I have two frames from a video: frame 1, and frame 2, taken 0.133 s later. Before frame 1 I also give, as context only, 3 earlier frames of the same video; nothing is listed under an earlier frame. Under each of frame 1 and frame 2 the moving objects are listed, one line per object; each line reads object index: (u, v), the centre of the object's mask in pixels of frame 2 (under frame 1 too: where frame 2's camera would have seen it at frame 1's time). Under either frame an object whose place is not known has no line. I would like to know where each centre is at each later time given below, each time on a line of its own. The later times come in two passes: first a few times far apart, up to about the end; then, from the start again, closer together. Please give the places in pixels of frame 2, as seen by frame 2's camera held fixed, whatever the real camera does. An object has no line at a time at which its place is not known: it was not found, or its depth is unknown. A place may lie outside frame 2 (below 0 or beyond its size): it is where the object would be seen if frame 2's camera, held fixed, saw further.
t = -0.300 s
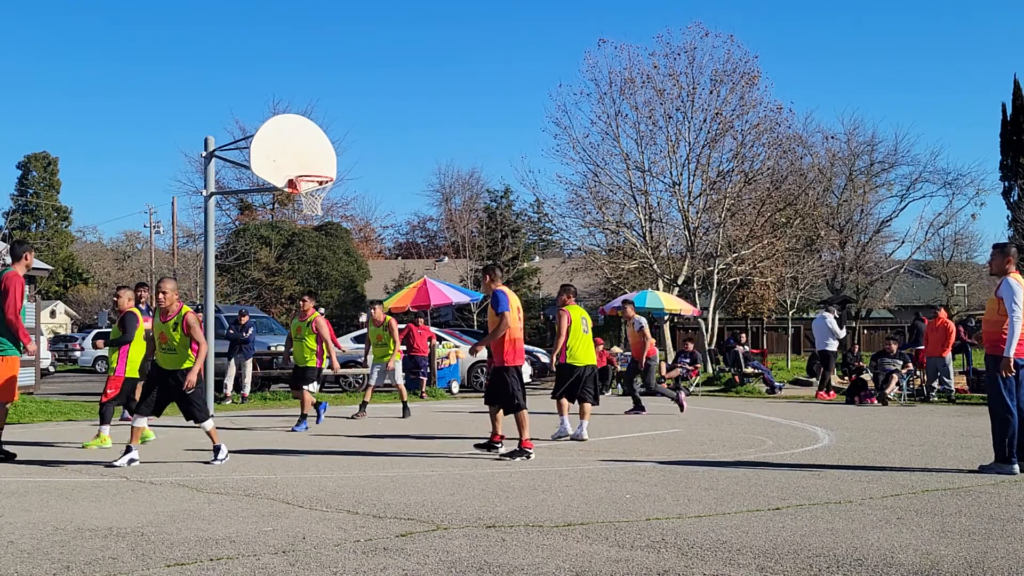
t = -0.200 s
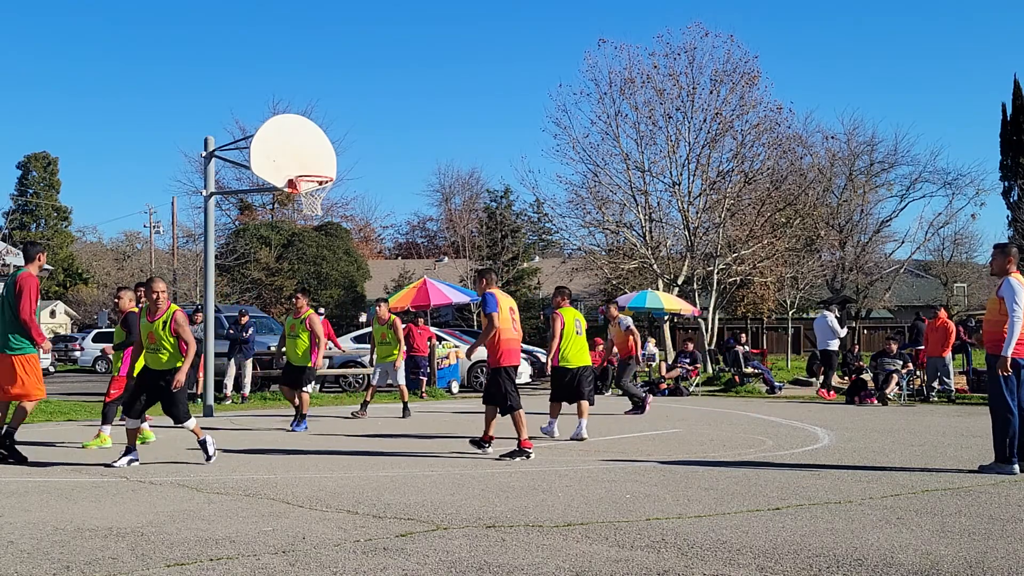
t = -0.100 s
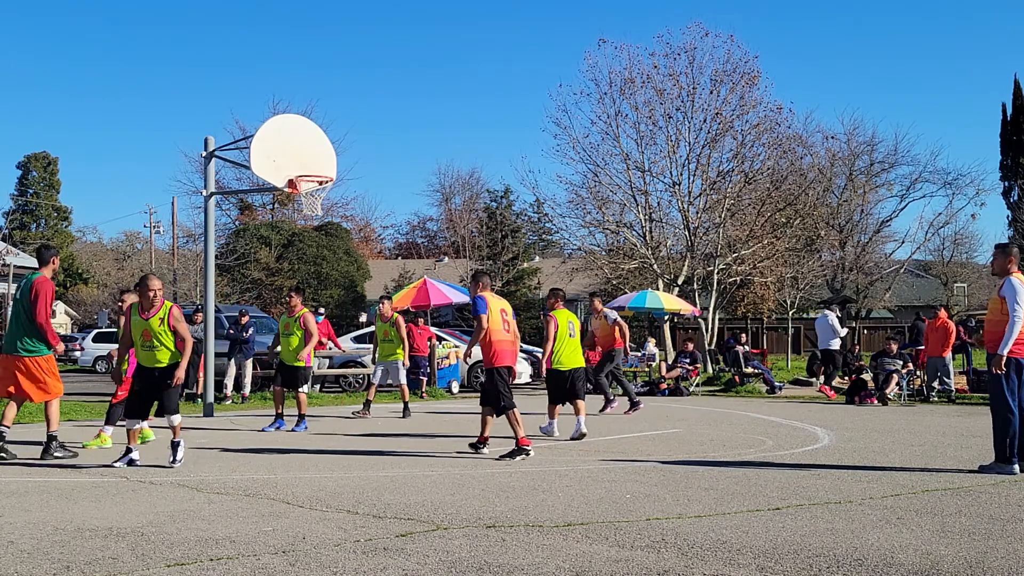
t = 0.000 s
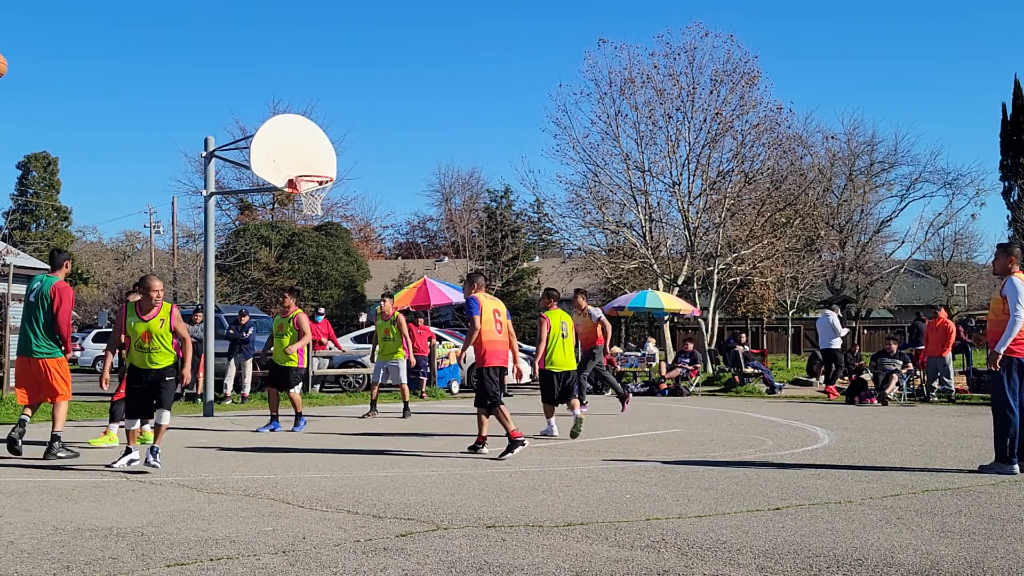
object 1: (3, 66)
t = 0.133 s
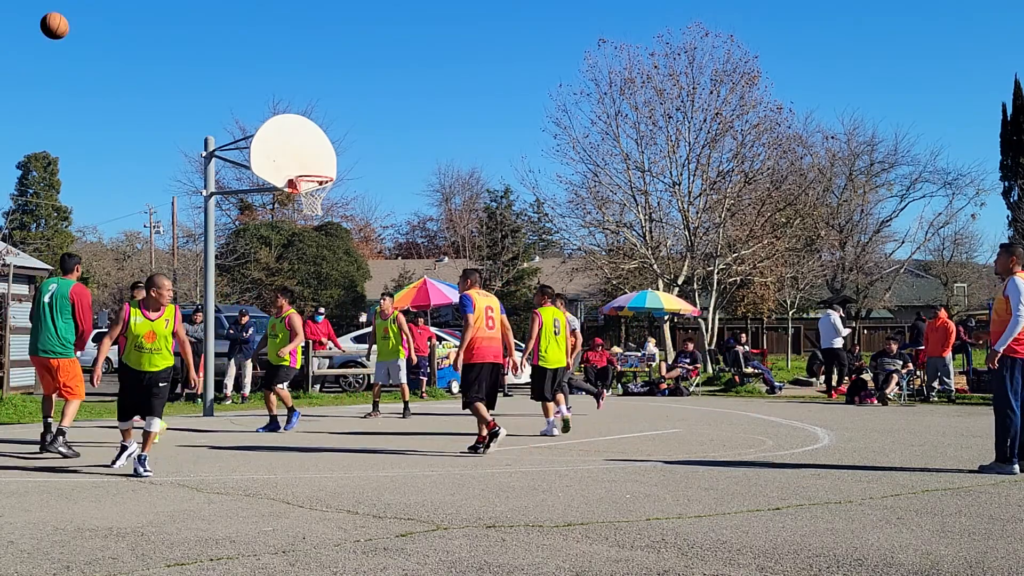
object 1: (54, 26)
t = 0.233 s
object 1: (96, 12)
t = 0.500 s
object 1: (189, 23)
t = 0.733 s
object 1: (254, 79)
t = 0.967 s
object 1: (308, 168)
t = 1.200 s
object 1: (328, 201)
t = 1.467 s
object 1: (339, 253)
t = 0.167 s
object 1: (69, 20)
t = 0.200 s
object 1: (82, 15)
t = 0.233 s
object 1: (96, 12)
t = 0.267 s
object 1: (109, 10)
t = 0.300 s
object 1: (121, 9)
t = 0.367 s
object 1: (145, 10)
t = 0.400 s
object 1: (157, 11)
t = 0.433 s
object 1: (168, 14)
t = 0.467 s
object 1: (178, 18)
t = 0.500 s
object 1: (189, 23)
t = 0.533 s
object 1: (199, 29)
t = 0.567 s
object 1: (209, 35)
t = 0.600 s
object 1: (218, 42)
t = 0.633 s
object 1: (228, 50)
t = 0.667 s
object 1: (237, 59)
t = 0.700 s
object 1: (246, 69)
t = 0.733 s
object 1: (254, 79)
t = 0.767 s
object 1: (263, 90)
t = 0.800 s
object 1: (271, 102)
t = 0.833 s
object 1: (279, 114)
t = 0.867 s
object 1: (286, 127)
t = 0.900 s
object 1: (294, 140)
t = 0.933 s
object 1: (301, 154)
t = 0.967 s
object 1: (308, 168)
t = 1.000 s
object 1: (317, 182)
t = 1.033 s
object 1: (327, 190)
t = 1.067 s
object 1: (324, 196)
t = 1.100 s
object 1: (325, 196)
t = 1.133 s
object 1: (326, 197)
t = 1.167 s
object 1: (327, 198)
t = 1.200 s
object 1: (328, 201)
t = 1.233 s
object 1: (329, 205)
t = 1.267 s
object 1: (331, 209)
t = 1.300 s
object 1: (332, 214)
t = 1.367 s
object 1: (335, 227)
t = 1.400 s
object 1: (335, 236)
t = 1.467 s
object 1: (339, 253)
